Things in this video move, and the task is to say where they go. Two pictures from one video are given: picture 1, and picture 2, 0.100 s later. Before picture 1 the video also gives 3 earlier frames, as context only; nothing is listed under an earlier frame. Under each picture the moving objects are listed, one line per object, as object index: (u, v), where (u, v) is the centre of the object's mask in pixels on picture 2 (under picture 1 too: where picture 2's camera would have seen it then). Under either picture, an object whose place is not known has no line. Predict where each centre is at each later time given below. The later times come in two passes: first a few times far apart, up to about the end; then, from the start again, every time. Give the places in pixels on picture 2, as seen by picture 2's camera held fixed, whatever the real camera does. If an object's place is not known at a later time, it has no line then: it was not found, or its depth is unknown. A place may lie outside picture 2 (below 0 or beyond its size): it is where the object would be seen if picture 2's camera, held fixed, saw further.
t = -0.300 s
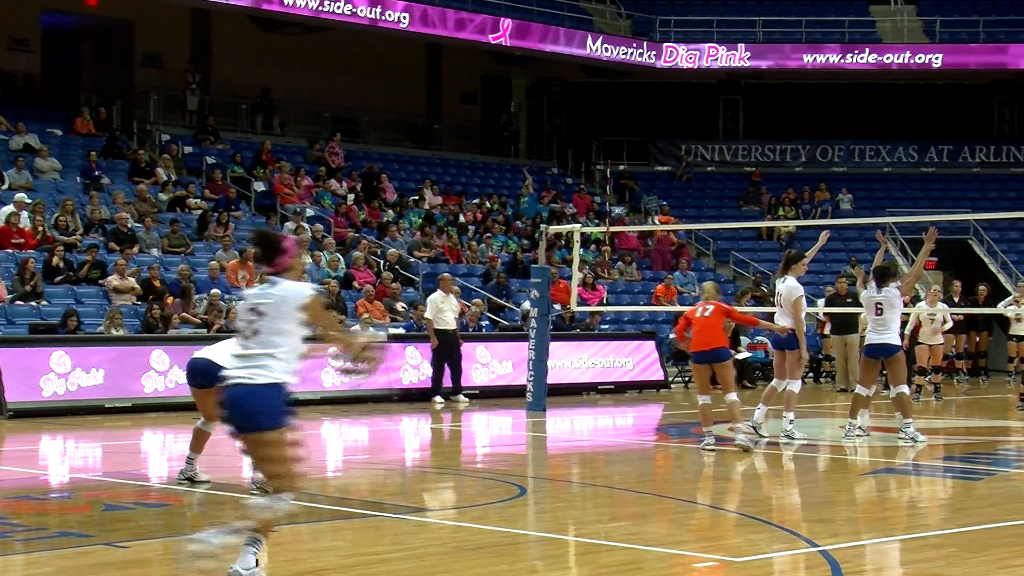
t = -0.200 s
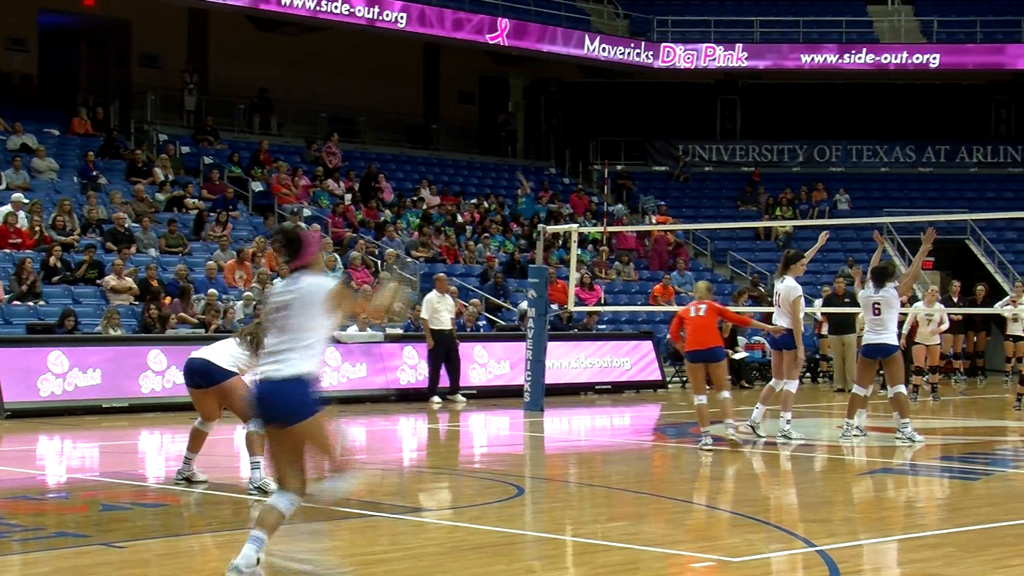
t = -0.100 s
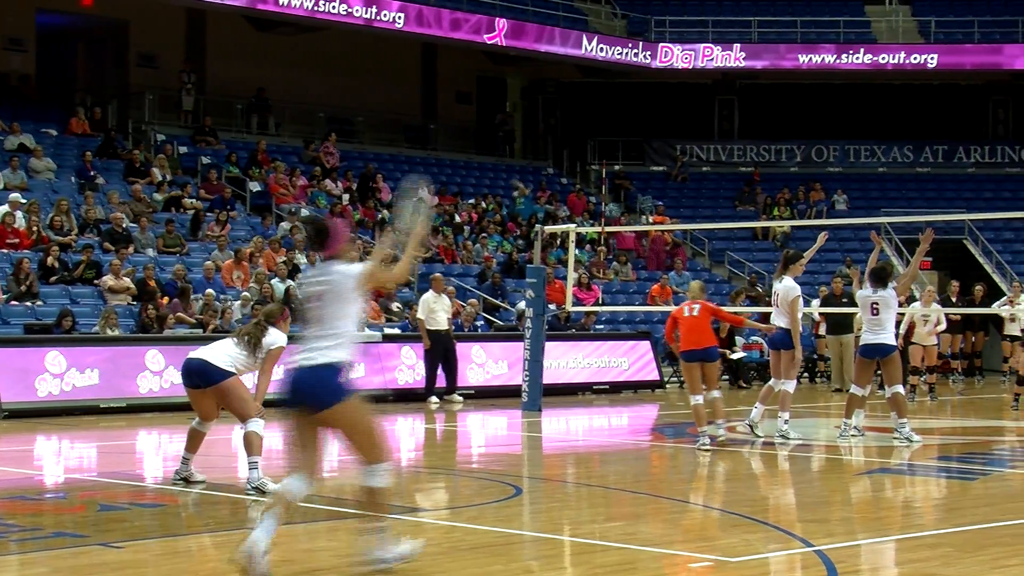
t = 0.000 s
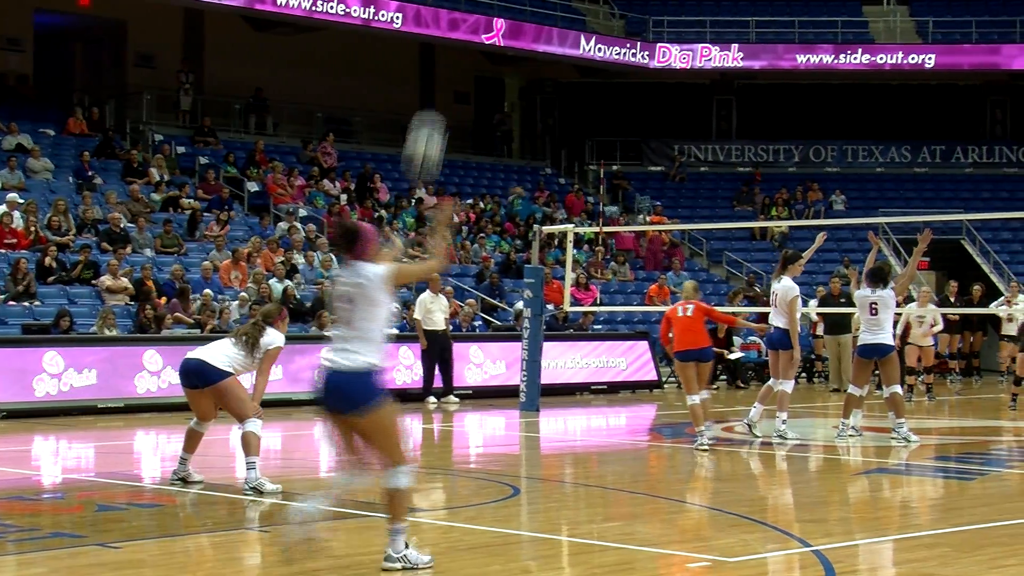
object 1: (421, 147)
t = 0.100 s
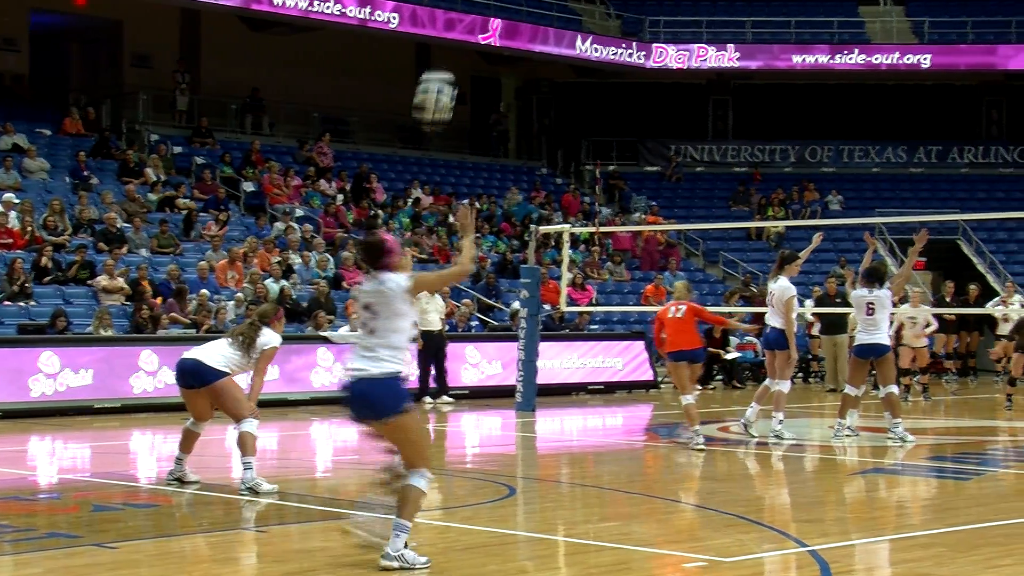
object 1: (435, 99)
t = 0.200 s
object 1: (448, 69)
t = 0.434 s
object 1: (477, 76)
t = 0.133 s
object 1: (439, 87)
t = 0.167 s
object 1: (444, 77)
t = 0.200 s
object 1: (448, 69)
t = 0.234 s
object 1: (452, 64)
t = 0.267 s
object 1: (457, 61)
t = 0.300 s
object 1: (461, 60)
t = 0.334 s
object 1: (465, 61)
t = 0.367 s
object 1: (469, 64)
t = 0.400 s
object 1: (473, 68)
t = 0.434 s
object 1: (477, 76)
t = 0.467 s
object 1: (481, 84)
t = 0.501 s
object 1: (485, 95)
